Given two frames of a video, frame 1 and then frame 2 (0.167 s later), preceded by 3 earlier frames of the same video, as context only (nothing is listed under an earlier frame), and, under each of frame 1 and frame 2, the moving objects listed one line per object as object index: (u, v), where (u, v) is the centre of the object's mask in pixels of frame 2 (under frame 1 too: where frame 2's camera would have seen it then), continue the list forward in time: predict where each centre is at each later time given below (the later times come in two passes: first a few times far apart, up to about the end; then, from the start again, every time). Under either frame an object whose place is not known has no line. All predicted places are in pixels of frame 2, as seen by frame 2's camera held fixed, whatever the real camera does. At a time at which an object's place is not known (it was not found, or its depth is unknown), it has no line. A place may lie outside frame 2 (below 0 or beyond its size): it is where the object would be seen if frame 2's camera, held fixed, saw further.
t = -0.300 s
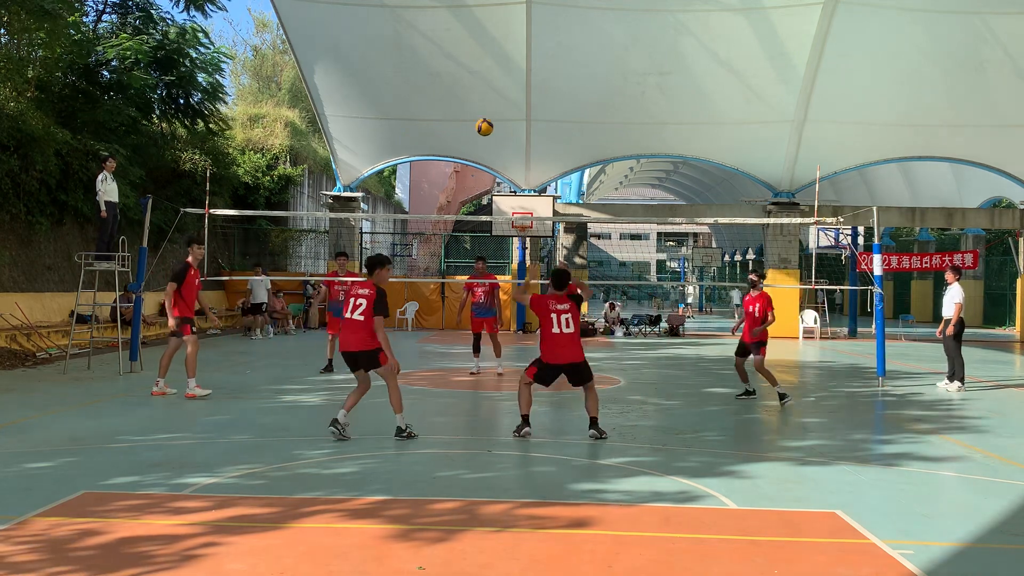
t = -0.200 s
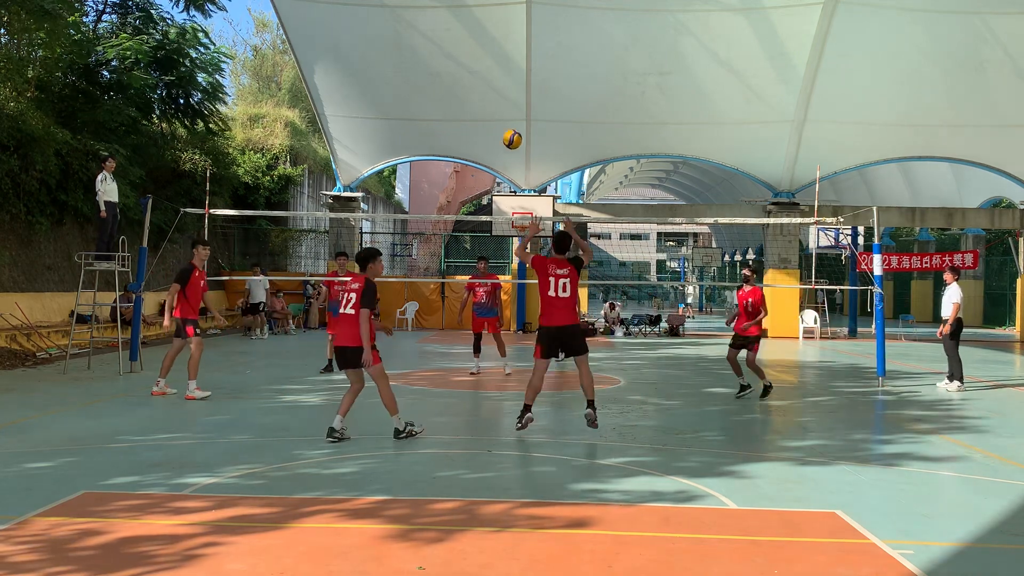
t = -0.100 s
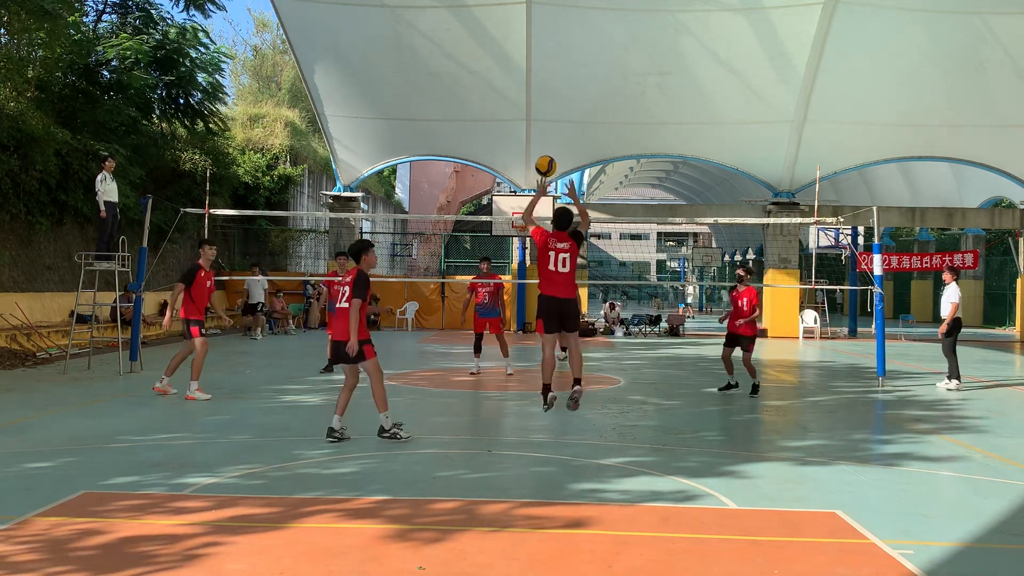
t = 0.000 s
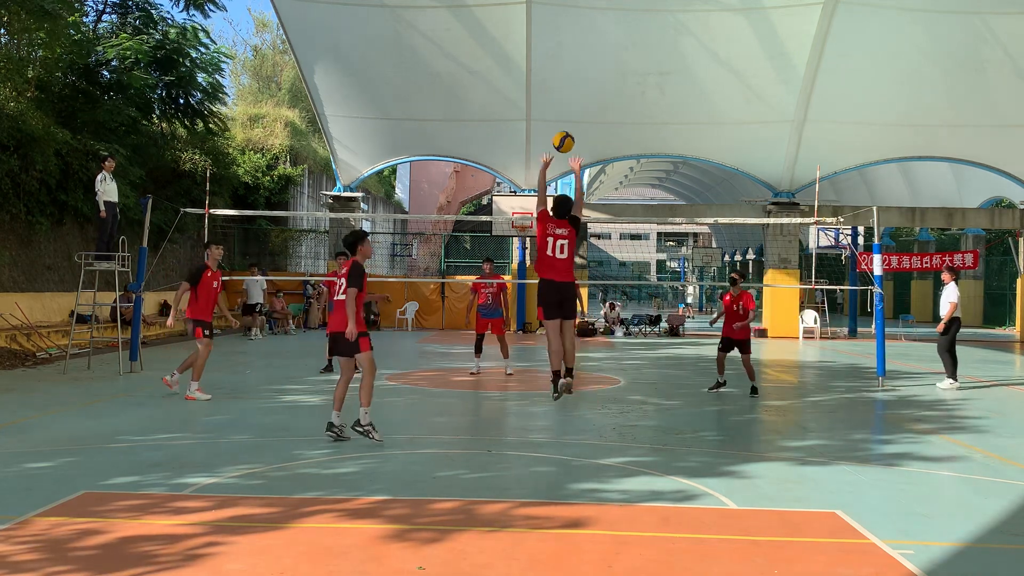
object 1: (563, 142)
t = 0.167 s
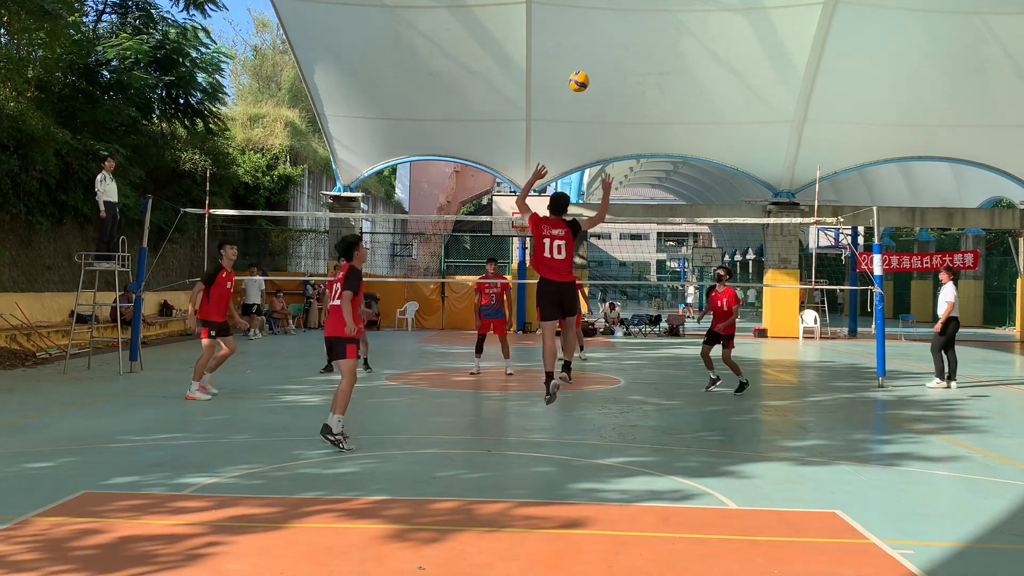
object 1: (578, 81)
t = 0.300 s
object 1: (589, 57)
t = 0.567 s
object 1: (606, 58)
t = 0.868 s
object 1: (621, 122)
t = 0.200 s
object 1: (581, 73)
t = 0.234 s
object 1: (584, 67)
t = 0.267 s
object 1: (586, 61)
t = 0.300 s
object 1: (589, 57)
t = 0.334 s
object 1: (591, 54)
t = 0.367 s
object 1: (594, 52)
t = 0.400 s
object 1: (596, 50)
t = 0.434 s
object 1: (598, 50)
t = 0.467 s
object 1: (600, 51)
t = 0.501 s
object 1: (602, 52)
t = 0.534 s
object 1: (604, 55)
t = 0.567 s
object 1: (606, 58)
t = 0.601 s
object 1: (608, 62)
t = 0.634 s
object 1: (610, 67)
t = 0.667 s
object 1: (611, 73)
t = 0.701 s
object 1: (613, 79)
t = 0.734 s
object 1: (615, 87)
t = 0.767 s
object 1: (617, 94)
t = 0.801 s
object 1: (618, 103)
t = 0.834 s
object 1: (620, 112)
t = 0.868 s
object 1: (621, 122)
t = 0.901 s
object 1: (622, 132)
